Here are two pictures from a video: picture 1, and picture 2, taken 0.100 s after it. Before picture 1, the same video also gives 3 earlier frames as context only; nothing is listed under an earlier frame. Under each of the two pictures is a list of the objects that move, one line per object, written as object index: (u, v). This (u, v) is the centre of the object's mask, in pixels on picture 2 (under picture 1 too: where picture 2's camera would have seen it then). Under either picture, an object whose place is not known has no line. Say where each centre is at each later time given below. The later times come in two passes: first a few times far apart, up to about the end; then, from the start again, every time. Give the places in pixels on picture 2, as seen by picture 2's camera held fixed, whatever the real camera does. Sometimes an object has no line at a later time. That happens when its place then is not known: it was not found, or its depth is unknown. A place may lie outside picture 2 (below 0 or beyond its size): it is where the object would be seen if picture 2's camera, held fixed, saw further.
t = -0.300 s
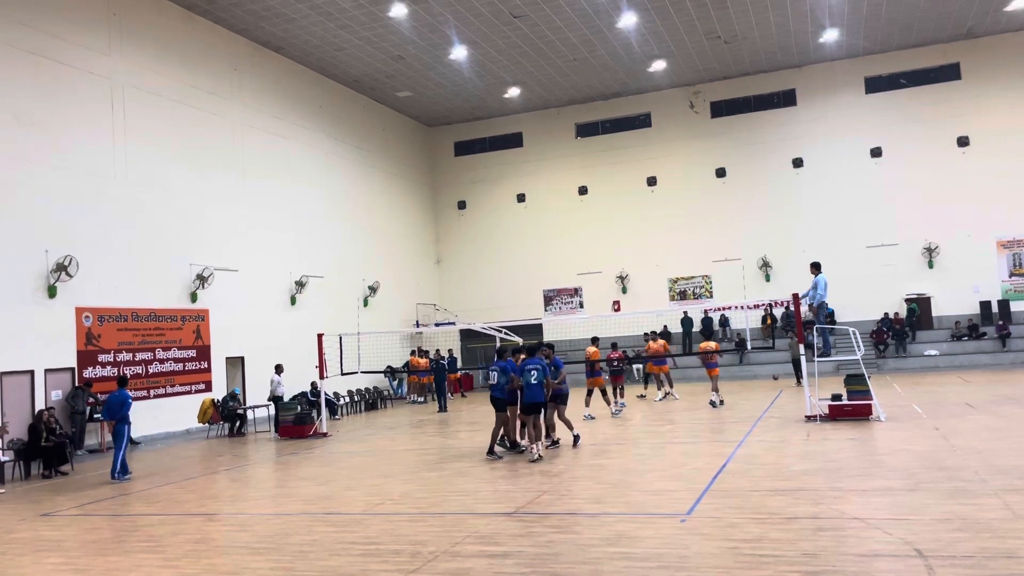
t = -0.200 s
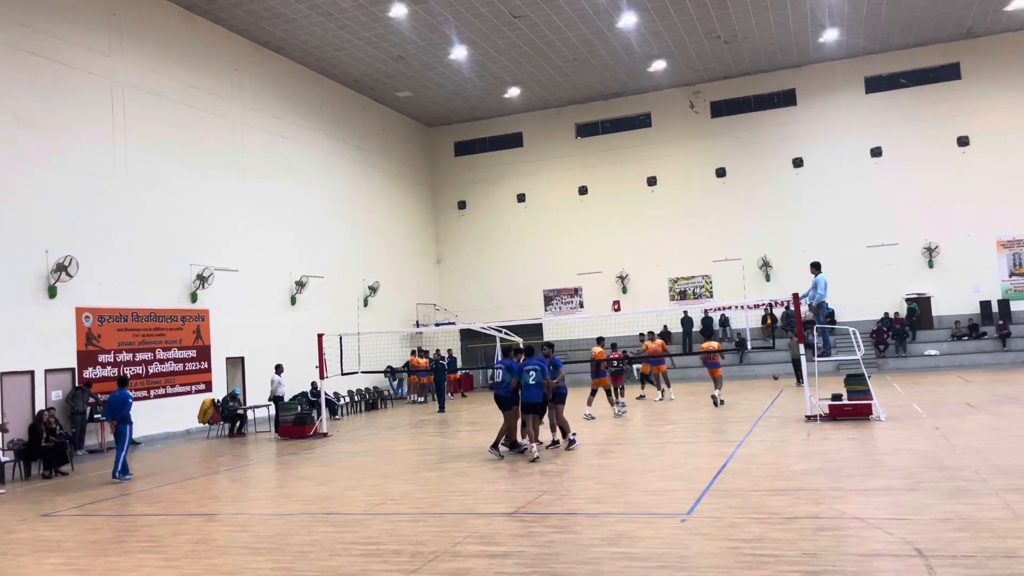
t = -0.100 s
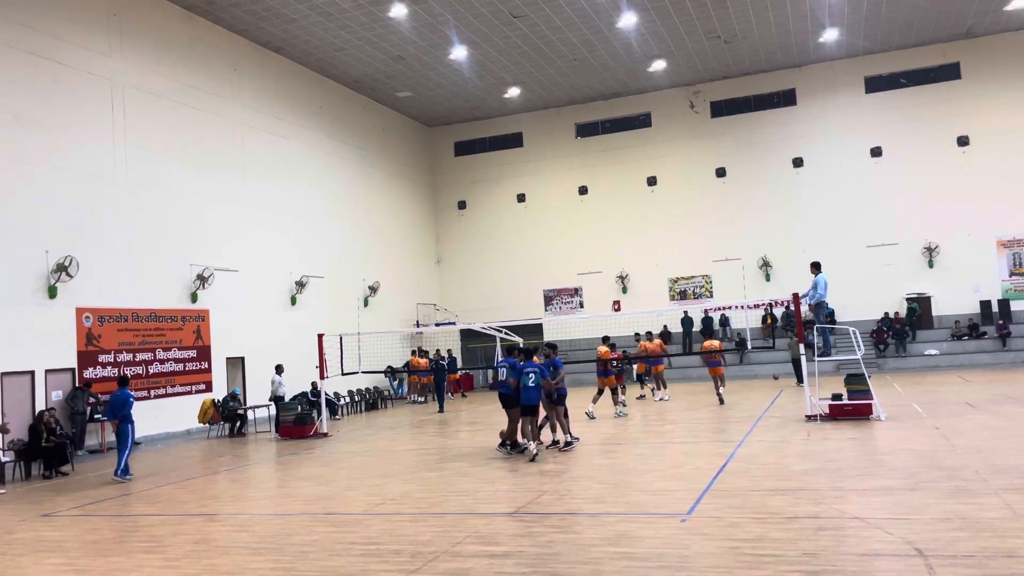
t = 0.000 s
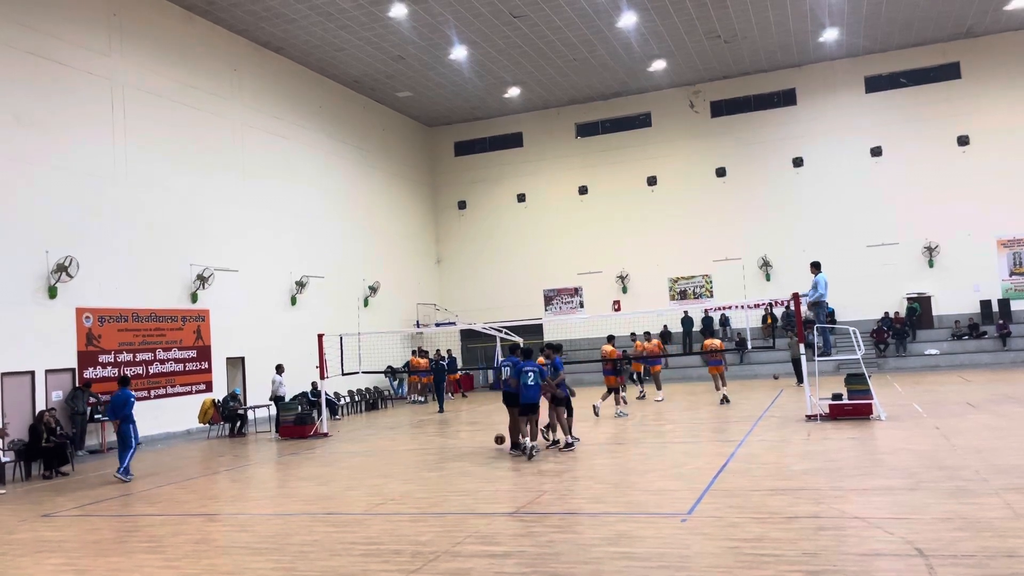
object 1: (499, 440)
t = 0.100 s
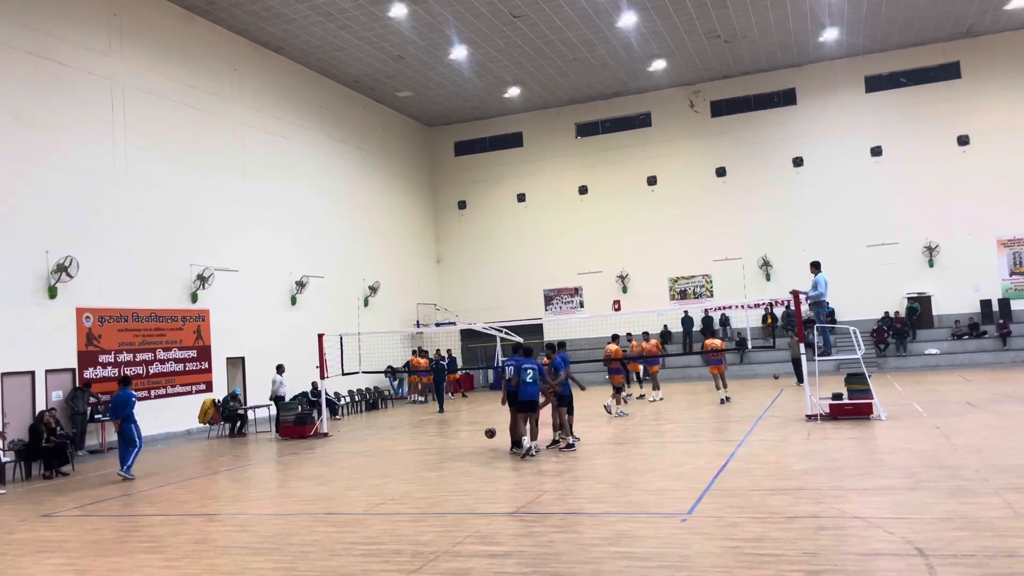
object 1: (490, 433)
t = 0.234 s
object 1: (477, 433)
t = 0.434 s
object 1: (460, 449)
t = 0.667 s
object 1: (438, 441)
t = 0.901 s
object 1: (416, 453)
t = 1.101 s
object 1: (396, 452)
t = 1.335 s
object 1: (373, 456)
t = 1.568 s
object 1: (350, 465)
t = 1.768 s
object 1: (329, 467)
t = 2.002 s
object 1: (305, 470)
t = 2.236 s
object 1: (279, 476)
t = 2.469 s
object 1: (253, 481)
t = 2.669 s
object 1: (230, 483)
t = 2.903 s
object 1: (203, 488)
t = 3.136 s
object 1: (176, 492)
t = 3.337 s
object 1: (151, 495)
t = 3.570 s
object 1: (123, 500)
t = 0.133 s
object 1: (487, 432)
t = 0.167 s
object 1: (483, 432)
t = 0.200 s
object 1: (481, 432)
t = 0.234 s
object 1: (477, 433)
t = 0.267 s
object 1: (475, 434)
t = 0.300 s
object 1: (472, 436)
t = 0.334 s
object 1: (469, 439)
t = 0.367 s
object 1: (466, 443)
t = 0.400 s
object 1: (463, 447)
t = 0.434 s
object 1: (460, 449)
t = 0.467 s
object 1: (457, 446)
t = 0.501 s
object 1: (453, 443)
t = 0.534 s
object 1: (450, 441)
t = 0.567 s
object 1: (447, 440)
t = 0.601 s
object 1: (444, 440)
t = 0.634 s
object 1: (441, 440)
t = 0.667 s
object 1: (438, 441)
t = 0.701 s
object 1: (434, 442)
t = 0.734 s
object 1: (431, 444)
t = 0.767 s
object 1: (428, 447)
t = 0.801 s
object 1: (425, 451)
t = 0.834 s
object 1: (422, 455)
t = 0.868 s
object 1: (419, 455)
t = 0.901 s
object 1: (416, 453)
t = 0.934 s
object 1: (412, 450)
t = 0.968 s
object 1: (409, 449)
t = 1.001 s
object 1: (406, 449)
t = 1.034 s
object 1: (402, 449)
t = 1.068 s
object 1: (399, 450)
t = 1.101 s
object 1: (396, 452)
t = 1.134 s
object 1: (393, 454)
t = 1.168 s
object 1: (389, 457)
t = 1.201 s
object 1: (386, 461)
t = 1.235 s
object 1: (383, 460)
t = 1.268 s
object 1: (380, 457)
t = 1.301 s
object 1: (376, 456)
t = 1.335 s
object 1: (373, 456)
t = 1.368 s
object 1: (370, 456)
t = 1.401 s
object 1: (366, 457)
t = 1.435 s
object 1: (363, 458)
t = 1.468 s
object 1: (360, 460)
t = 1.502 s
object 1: (357, 463)
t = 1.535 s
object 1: (353, 466)
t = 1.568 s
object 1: (350, 465)
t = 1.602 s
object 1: (346, 463)
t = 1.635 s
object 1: (343, 463)
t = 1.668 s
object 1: (339, 463)
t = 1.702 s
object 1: (336, 463)
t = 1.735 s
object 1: (333, 465)
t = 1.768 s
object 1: (329, 467)
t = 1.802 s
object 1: (326, 470)
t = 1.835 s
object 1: (323, 469)
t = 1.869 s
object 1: (319, 468)
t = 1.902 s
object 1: (315, 468)
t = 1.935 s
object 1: (312, 468)
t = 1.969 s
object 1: (308, 469)
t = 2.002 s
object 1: (305, 470)
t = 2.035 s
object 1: (301, 473)
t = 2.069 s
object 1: (298, 474)
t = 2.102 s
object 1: (294, 473)
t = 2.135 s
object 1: (290, 473)
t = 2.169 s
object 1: (287, 473)
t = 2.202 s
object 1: (283, 474)
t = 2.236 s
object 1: (279, 476)
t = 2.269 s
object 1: (275, 478)
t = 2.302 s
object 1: (272, 477)
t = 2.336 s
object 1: (268, 476)
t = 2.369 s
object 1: (264, 477)
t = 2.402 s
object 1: (261, 478)
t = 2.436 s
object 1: (257, 480)
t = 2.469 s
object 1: (253, 481)
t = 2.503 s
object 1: (249, 480)
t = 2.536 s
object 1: (245, 480)
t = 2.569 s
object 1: (241, 480)
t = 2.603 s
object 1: (238, 482)
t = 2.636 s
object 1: (234, 484)
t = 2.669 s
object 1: (230, 483)
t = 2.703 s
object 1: (226, 484)
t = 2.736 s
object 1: (223, 484)
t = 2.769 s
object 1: (219, 485)
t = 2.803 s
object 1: (215, 486)
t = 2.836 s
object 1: (211, 486)
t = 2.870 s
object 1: (207, 487)
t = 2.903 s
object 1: (203, 488)
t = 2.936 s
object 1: (199, 488)
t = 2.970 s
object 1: (195, 489)
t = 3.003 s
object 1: (191, 490)
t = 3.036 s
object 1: (187, 490)
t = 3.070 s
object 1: (183, 491)
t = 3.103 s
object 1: (179, 491)
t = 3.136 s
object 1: (176, 492)
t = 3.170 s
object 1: (171, 492)
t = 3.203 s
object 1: (167, 493)
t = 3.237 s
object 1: (163, 494)
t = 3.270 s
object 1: (159, 494)
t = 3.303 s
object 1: (155, 495)
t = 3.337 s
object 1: (151, 495)
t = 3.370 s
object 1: (147, 496)
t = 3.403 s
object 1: (143, 496)
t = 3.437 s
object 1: (139, 497)
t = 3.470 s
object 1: (135, 498)
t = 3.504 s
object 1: (131, 499)
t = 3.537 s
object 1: (127, 499)
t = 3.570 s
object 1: (123, 500)
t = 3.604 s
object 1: (119, 500)
